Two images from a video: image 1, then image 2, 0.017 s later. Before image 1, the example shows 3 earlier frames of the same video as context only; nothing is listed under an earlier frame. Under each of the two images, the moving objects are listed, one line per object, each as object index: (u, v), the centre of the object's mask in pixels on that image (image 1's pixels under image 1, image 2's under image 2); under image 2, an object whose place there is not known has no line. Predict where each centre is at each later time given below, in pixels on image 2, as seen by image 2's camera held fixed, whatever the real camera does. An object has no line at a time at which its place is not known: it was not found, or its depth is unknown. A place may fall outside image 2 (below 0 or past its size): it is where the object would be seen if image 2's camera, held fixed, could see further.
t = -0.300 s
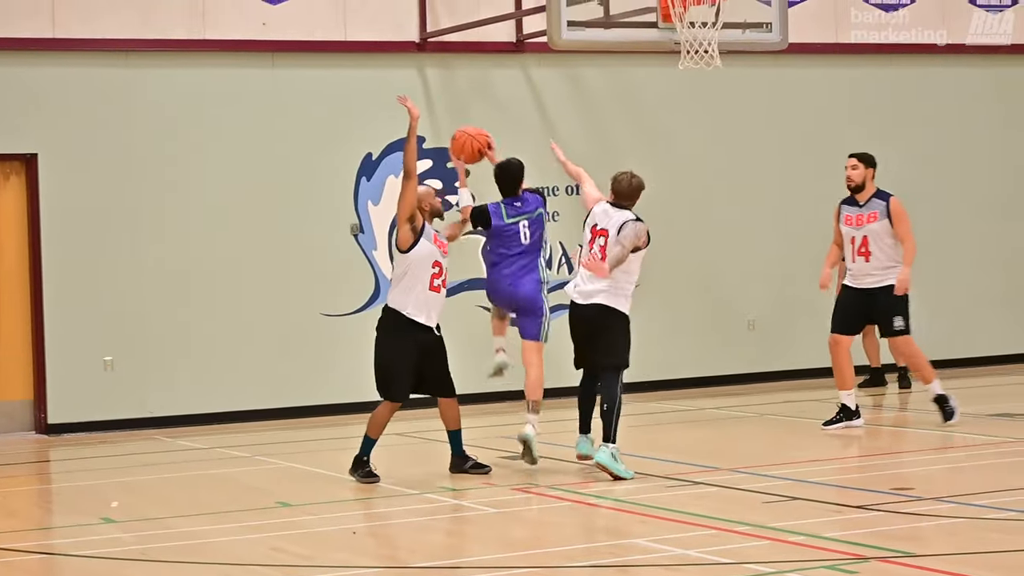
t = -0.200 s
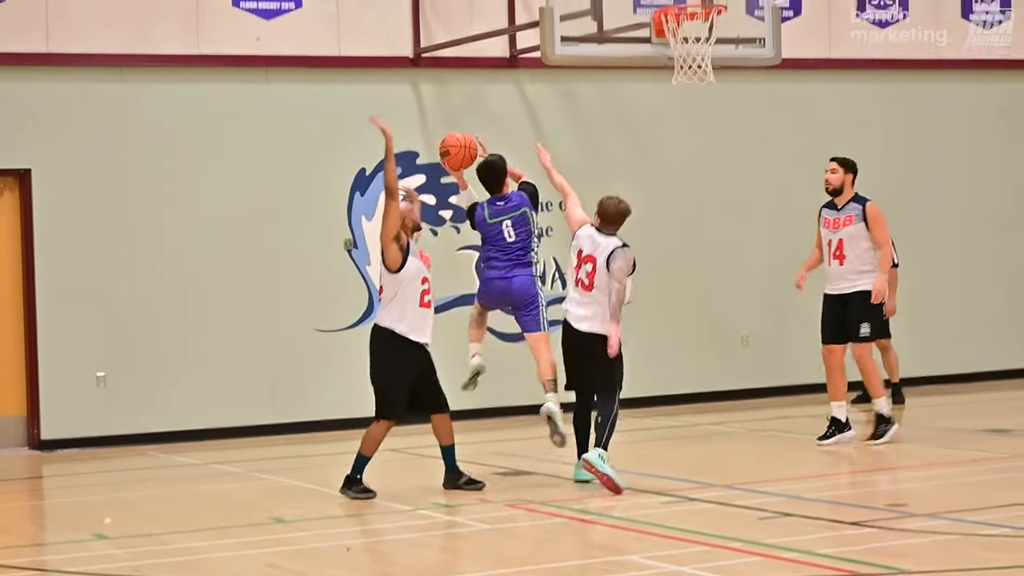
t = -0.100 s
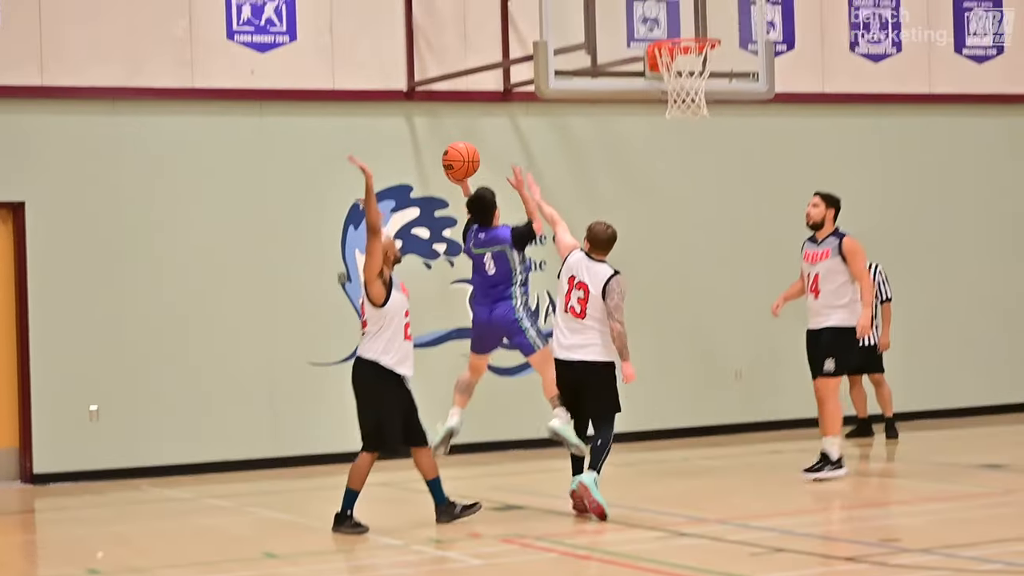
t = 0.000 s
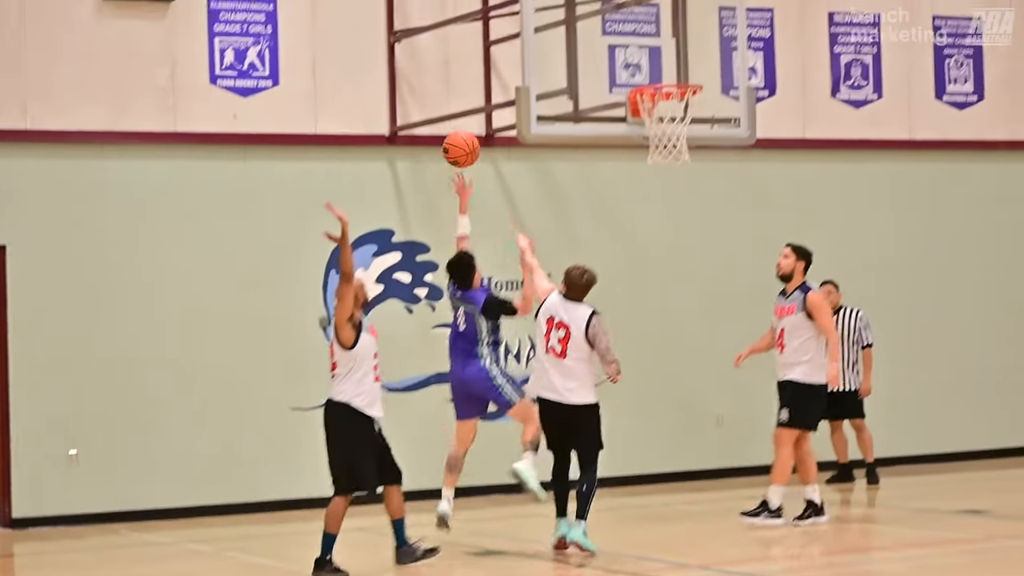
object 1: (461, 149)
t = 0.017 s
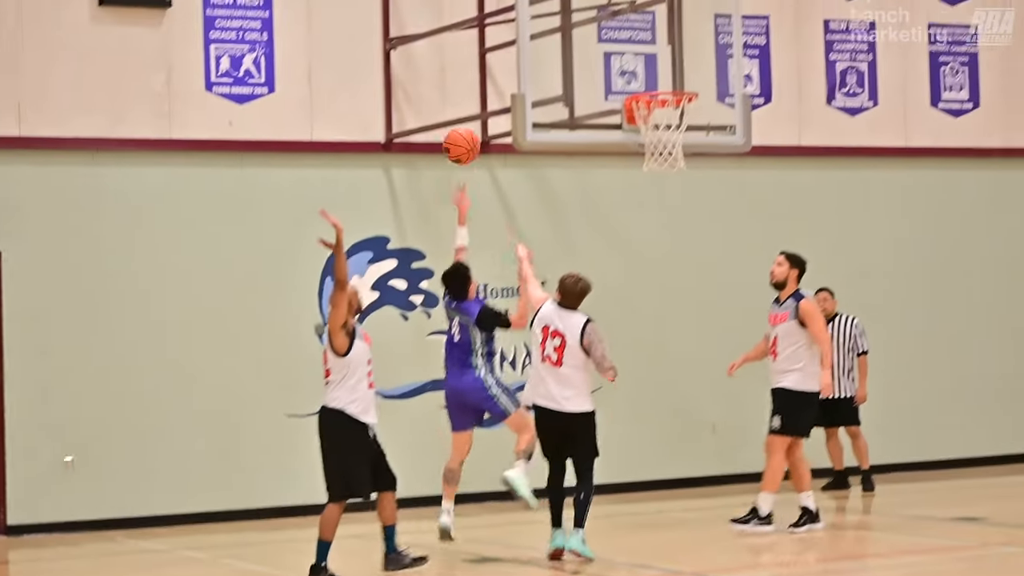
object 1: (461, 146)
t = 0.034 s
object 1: (467, 135)
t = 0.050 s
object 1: (471, 125)
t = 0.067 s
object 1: (477, 115)
